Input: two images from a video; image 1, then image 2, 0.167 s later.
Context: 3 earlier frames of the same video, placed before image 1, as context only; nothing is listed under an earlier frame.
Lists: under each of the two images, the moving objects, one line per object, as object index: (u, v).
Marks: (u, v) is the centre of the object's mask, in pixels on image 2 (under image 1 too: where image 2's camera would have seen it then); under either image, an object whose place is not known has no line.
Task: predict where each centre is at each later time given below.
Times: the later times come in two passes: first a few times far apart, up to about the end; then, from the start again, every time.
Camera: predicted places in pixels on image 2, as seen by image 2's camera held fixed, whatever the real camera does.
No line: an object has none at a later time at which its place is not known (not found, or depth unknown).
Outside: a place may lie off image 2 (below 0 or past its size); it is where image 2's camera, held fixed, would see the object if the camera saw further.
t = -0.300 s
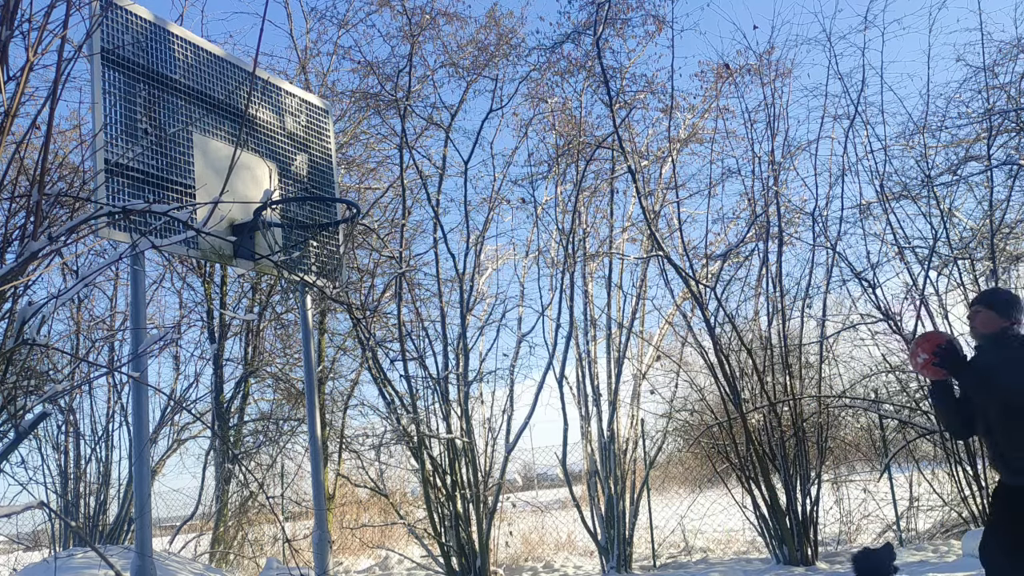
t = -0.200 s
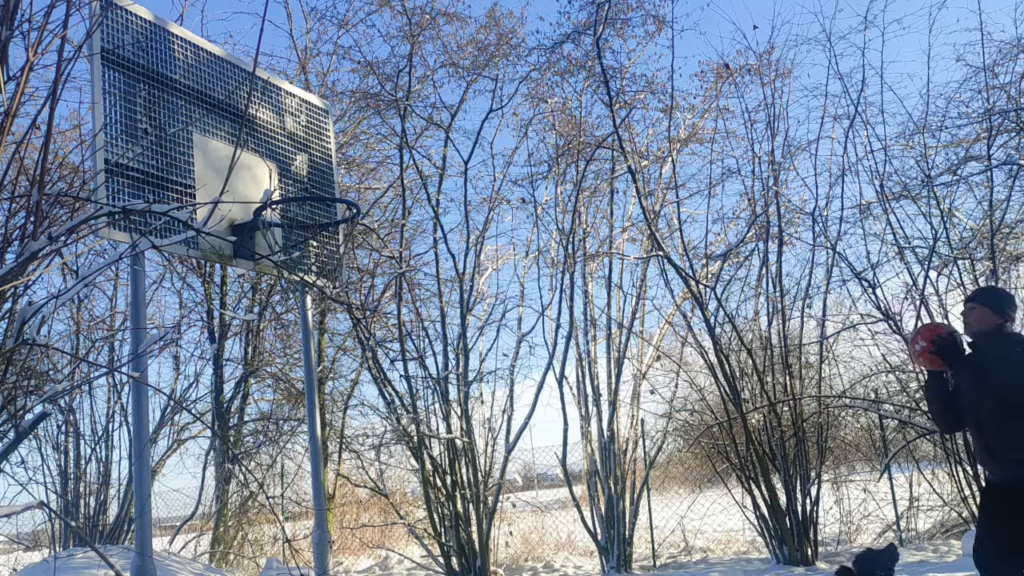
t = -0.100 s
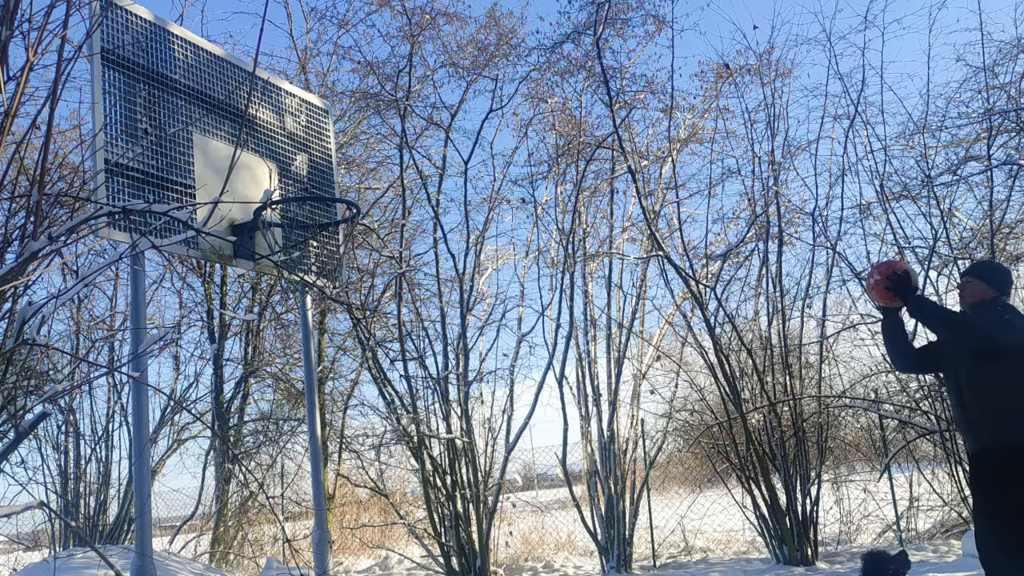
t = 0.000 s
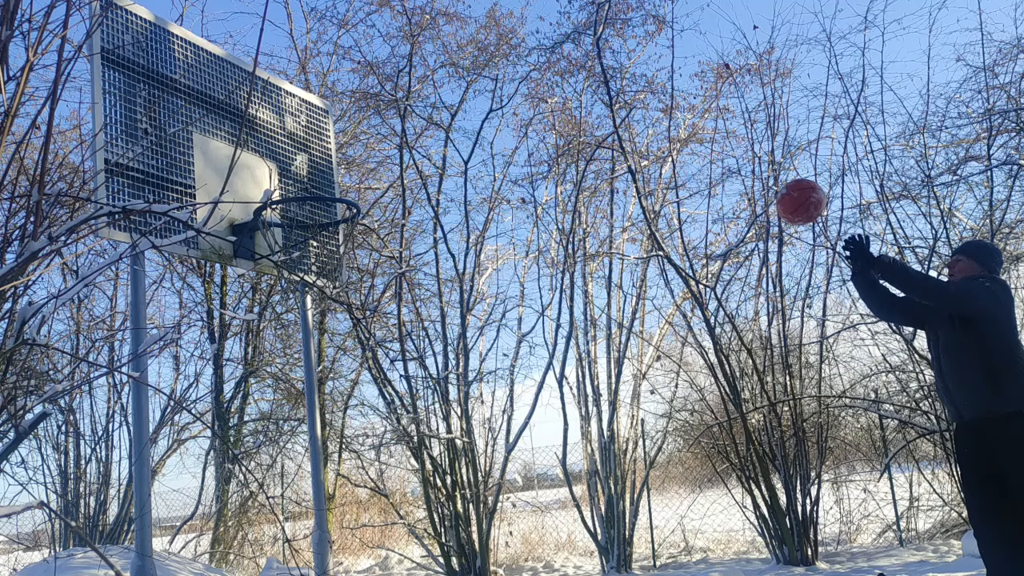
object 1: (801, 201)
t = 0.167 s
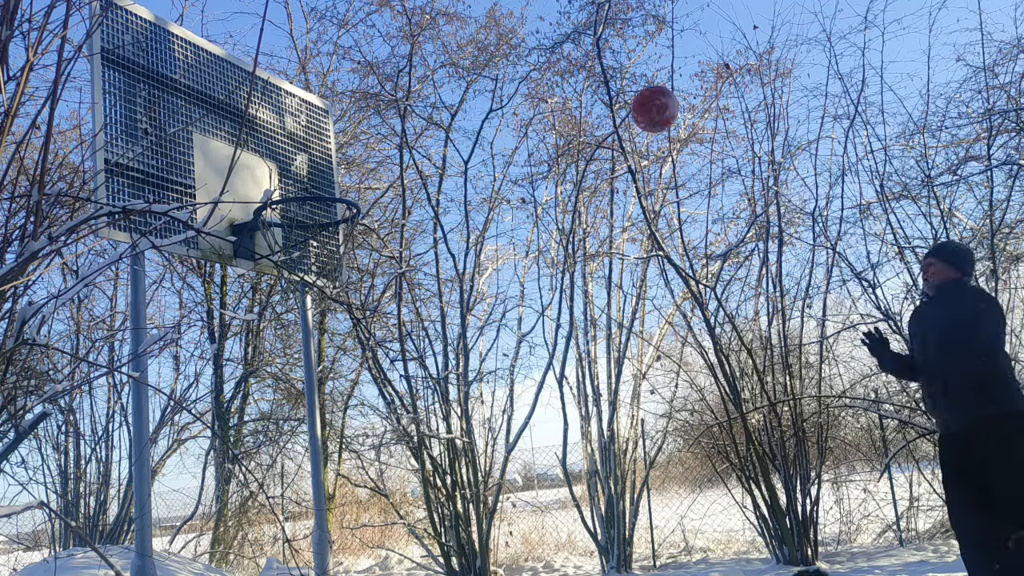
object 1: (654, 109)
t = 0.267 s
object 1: (571, 79)
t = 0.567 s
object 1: (334, 99)
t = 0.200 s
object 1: (627, 97)
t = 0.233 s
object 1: (599, 87)
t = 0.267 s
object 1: (571, 79)
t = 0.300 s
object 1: (545, 73)
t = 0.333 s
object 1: (518, 69)
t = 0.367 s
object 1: (492, 67)
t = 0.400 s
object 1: (465, 67)
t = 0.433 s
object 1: (438, 69)
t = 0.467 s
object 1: (412, 73)
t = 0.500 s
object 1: (386, 80)
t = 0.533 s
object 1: (359, 89)
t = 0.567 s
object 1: (334, 99)
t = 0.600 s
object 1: (307, 113)
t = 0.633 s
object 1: (281, 128)
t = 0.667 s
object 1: (254, 147)
